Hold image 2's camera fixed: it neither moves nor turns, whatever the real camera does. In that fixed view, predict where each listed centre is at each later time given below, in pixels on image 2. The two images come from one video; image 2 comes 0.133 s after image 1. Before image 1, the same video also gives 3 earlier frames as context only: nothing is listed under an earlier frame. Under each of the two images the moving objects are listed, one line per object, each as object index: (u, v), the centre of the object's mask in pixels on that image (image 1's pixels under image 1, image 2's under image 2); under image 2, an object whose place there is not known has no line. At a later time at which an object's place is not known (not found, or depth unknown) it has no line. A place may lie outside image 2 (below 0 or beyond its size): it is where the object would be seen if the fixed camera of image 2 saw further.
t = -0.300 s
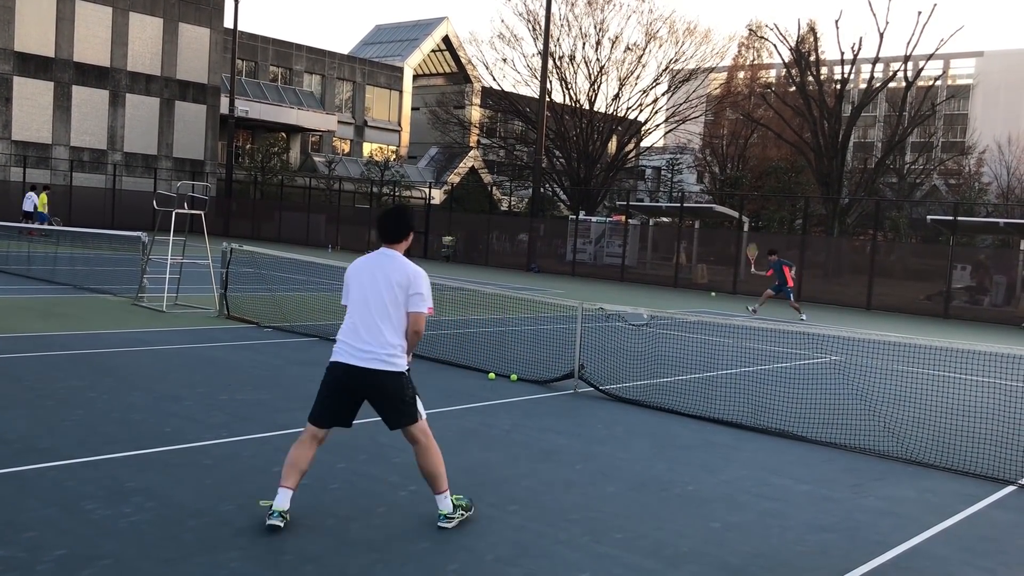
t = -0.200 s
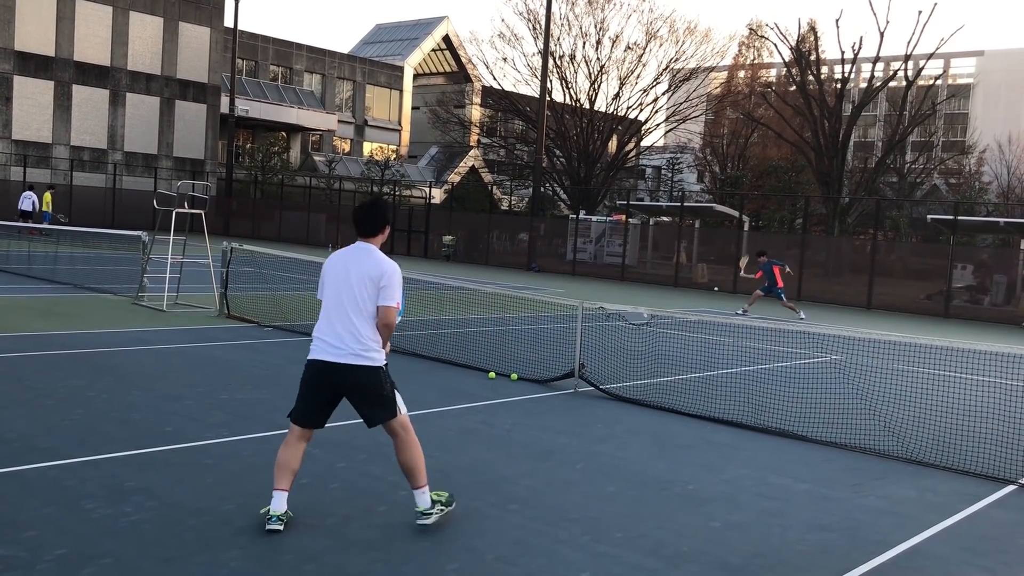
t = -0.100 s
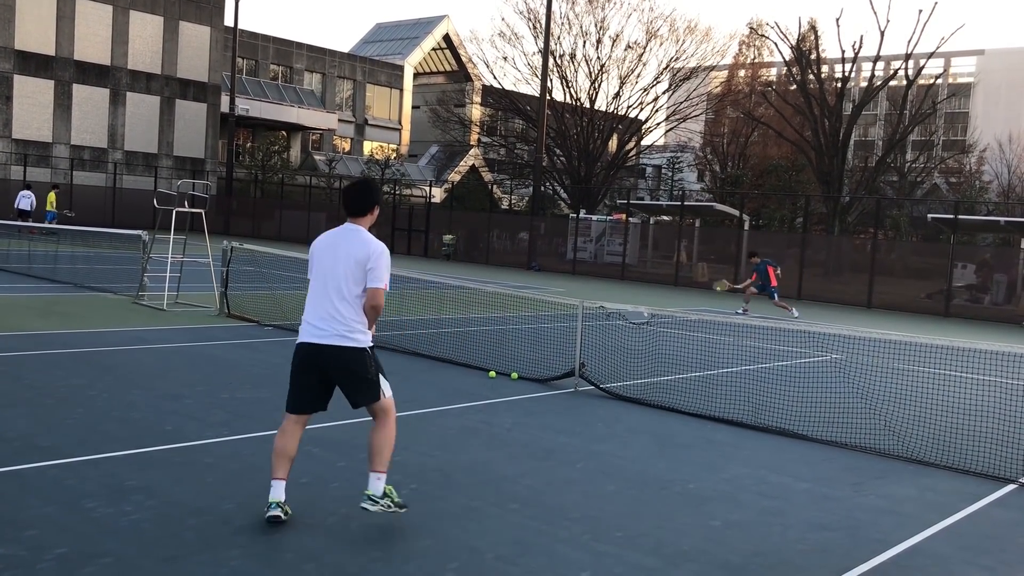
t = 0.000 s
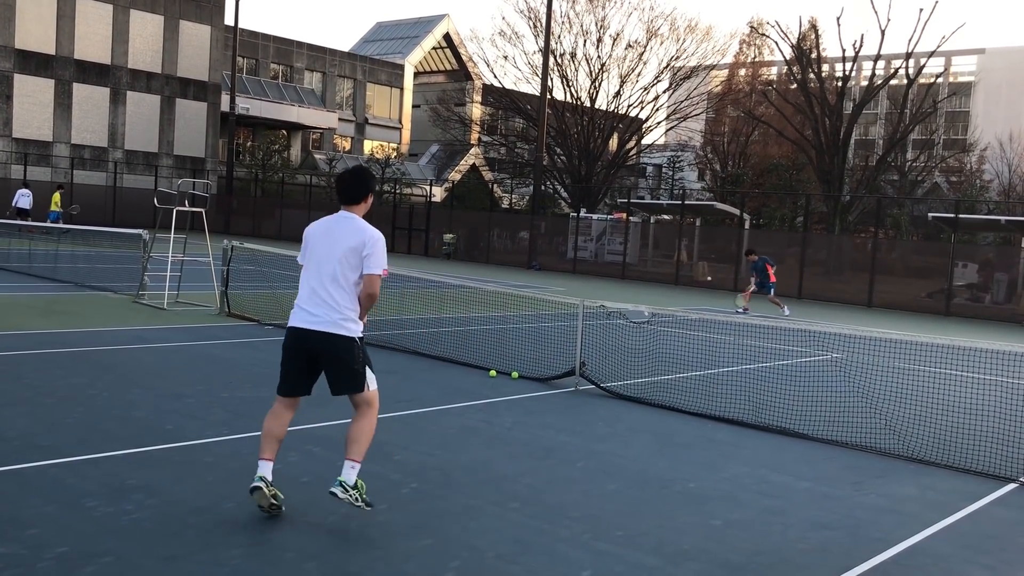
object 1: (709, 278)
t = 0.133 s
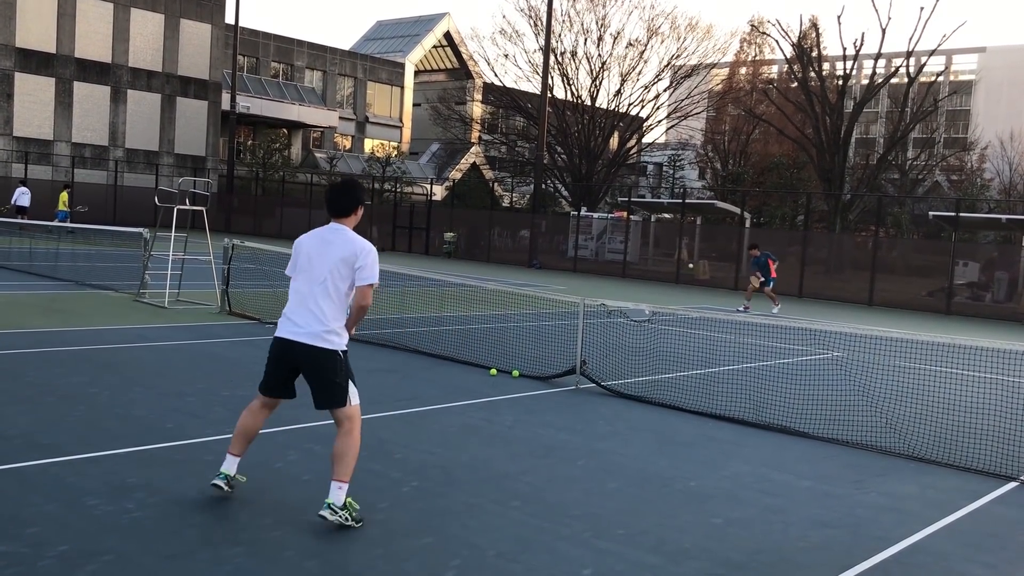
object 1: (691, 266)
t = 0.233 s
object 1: (672, 261)
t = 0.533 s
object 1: (582, 284)
